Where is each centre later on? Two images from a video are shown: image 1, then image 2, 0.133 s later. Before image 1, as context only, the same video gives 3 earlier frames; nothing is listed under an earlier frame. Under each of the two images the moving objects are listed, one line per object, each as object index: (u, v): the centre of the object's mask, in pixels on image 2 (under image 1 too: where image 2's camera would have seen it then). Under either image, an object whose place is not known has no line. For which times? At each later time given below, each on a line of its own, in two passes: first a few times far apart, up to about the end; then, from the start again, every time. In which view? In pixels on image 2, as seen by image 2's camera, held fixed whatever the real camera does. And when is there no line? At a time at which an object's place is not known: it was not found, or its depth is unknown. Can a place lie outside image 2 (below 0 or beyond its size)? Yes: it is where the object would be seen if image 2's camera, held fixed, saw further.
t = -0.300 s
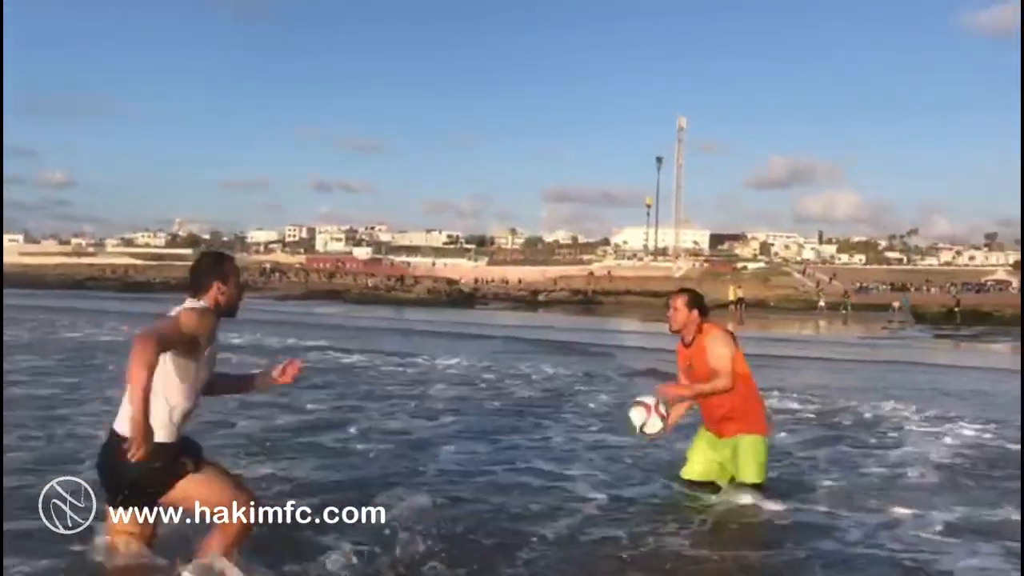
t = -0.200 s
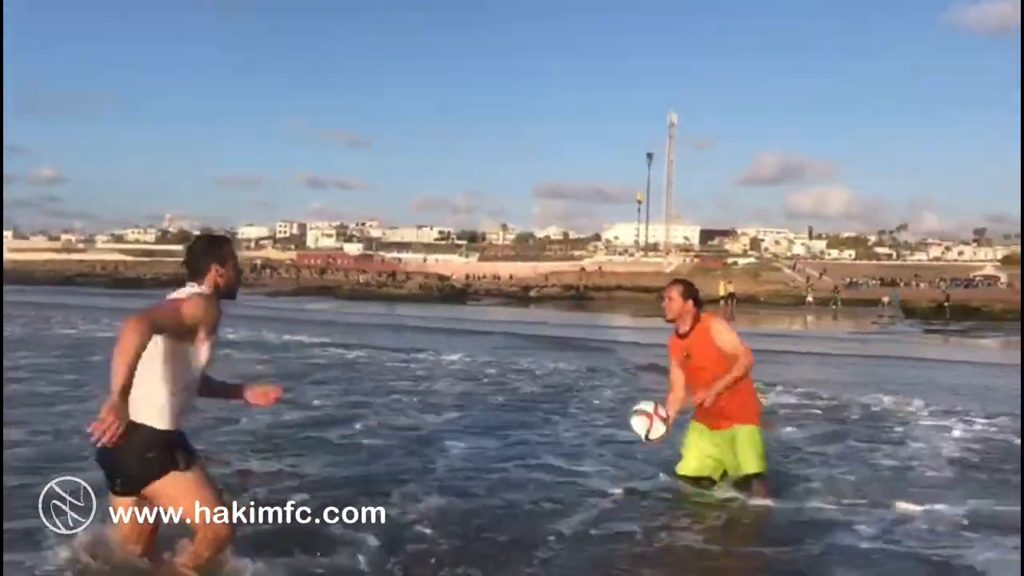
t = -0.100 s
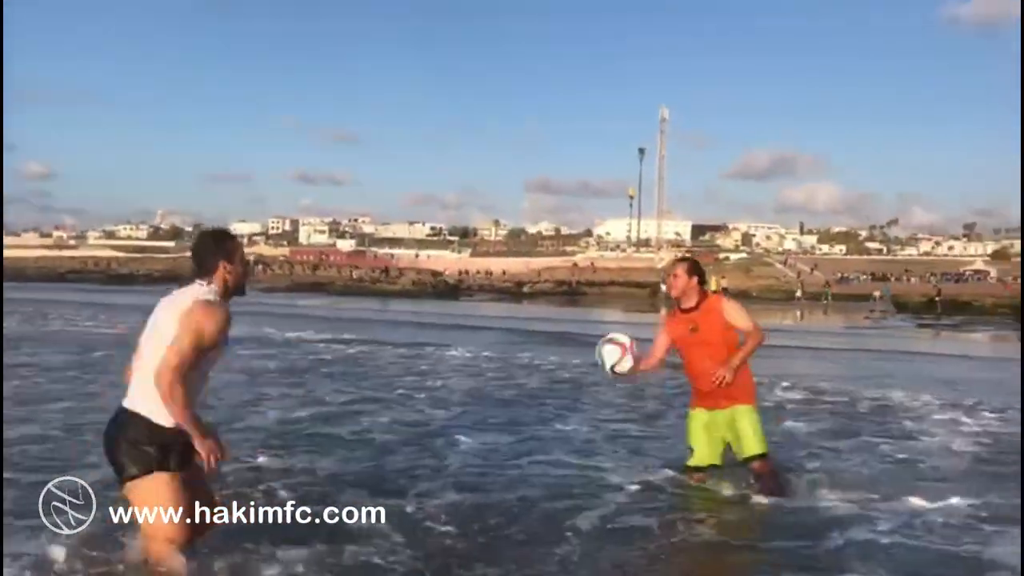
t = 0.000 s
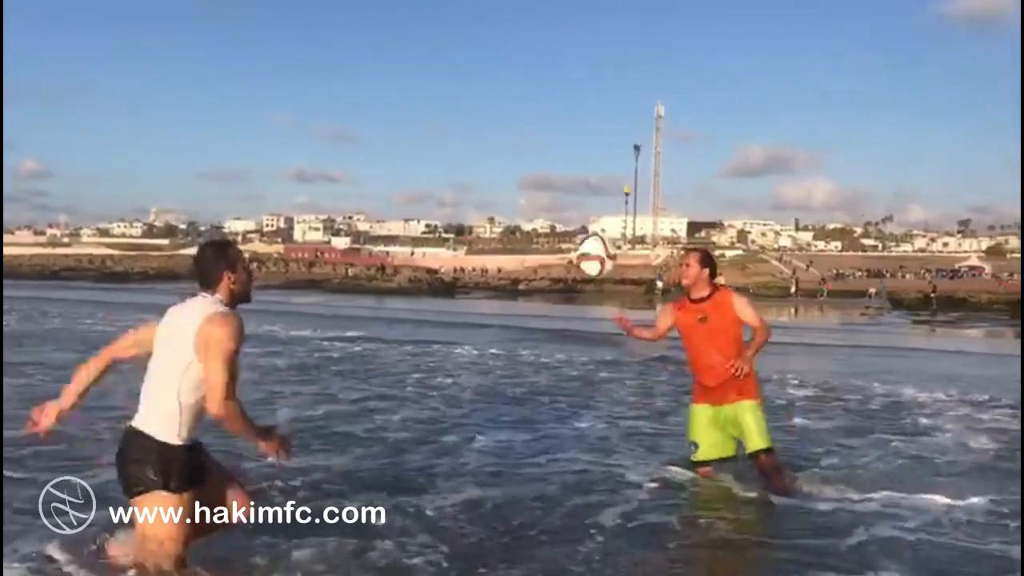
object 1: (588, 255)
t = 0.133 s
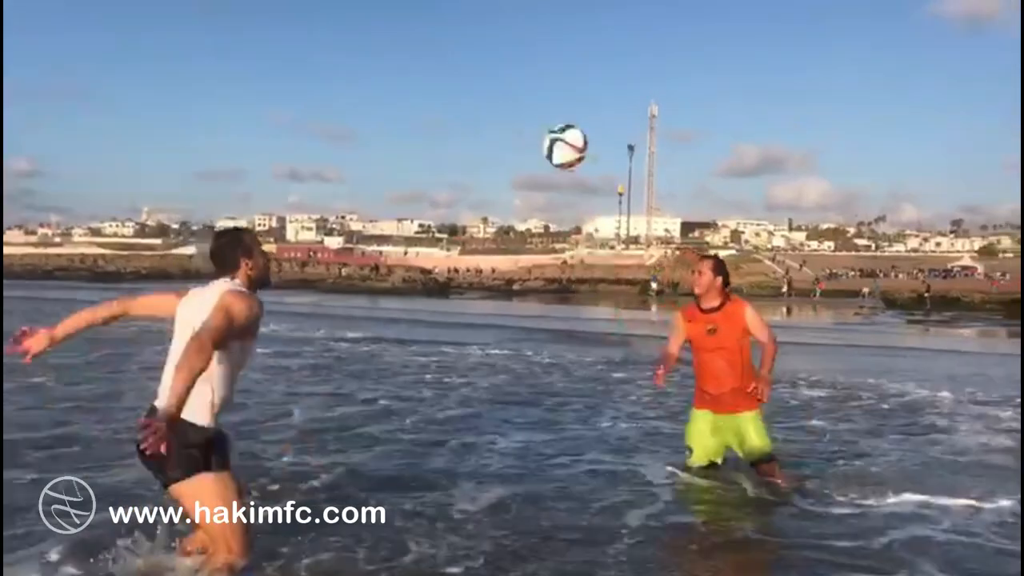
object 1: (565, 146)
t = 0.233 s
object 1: (544, 83)
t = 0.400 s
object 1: (507, 14)
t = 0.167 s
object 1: (558, 123)
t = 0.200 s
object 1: (551, 101)
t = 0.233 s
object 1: (544, 83)
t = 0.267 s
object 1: (537, 64)
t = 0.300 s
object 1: (530, 49)
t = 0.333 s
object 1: (522, 35)
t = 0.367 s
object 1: (514, 24)
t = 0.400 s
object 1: (507, 14)
